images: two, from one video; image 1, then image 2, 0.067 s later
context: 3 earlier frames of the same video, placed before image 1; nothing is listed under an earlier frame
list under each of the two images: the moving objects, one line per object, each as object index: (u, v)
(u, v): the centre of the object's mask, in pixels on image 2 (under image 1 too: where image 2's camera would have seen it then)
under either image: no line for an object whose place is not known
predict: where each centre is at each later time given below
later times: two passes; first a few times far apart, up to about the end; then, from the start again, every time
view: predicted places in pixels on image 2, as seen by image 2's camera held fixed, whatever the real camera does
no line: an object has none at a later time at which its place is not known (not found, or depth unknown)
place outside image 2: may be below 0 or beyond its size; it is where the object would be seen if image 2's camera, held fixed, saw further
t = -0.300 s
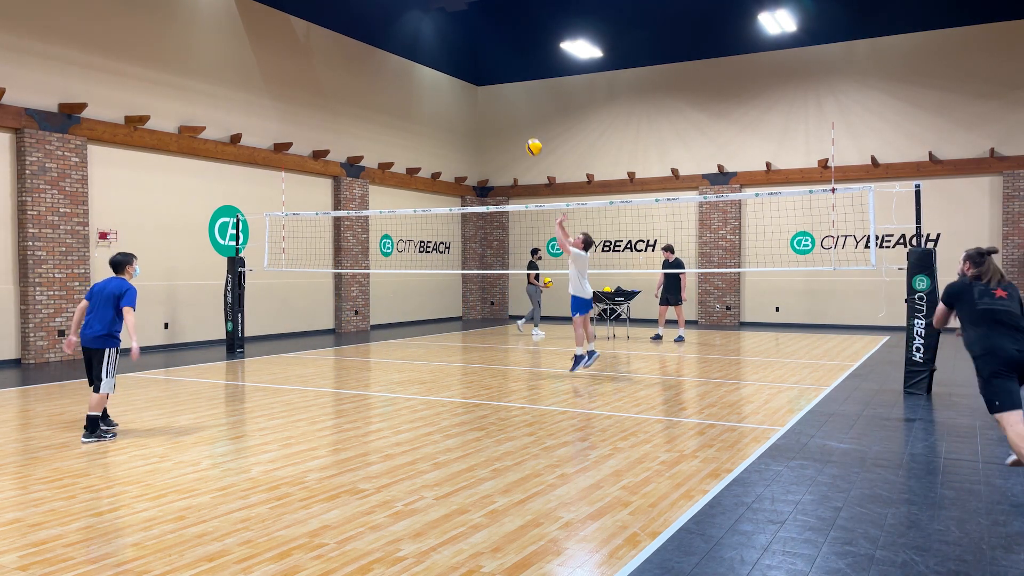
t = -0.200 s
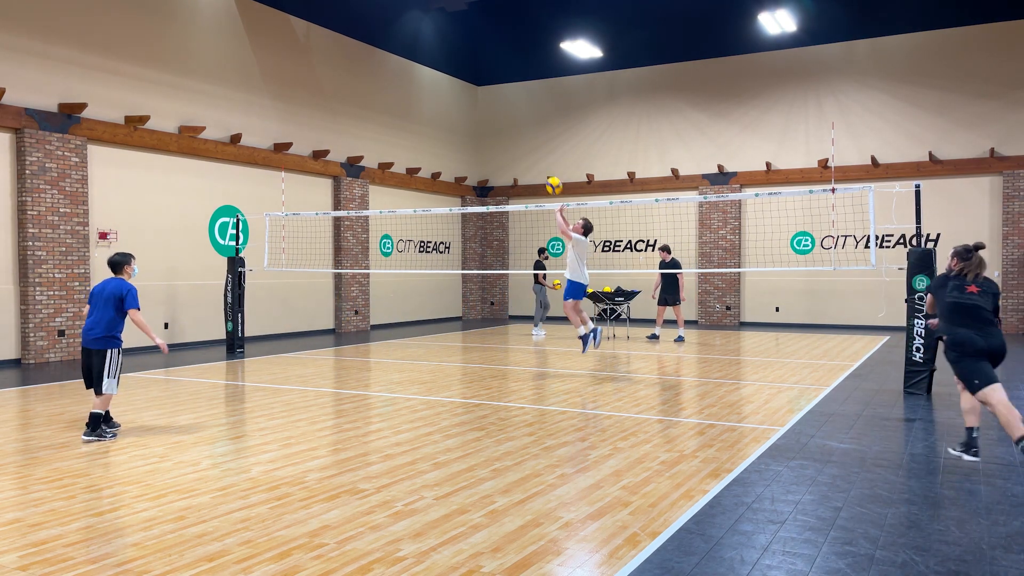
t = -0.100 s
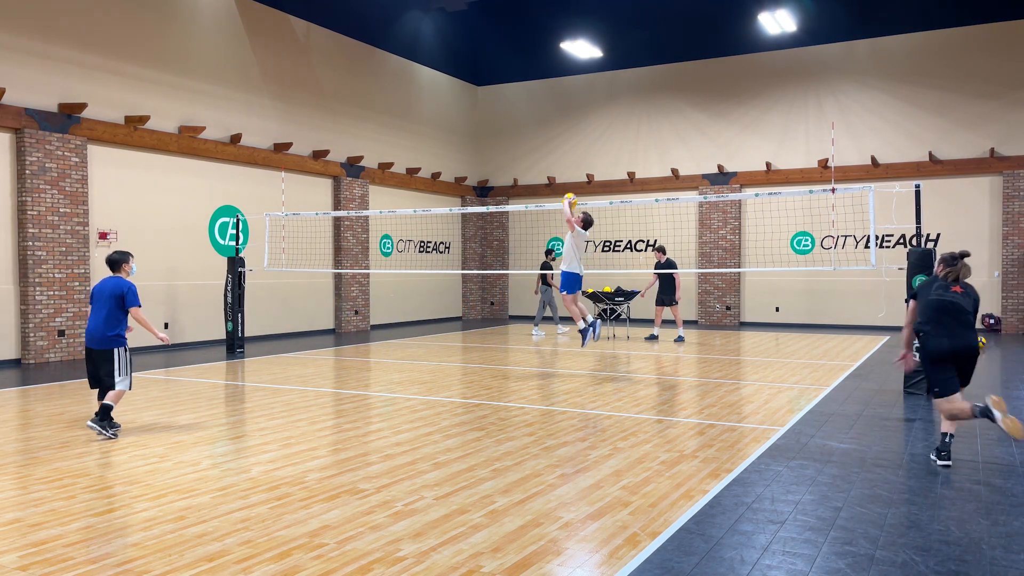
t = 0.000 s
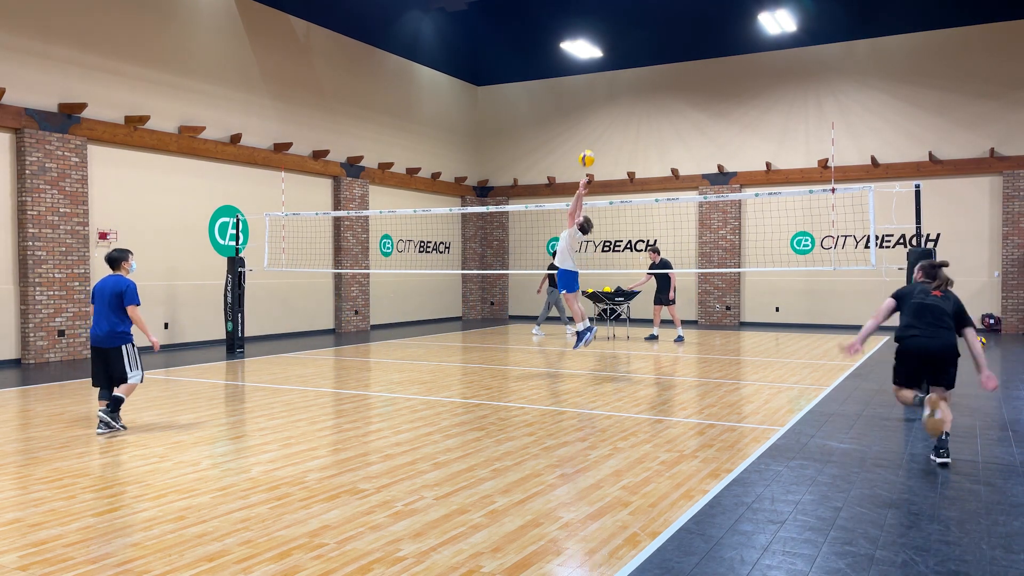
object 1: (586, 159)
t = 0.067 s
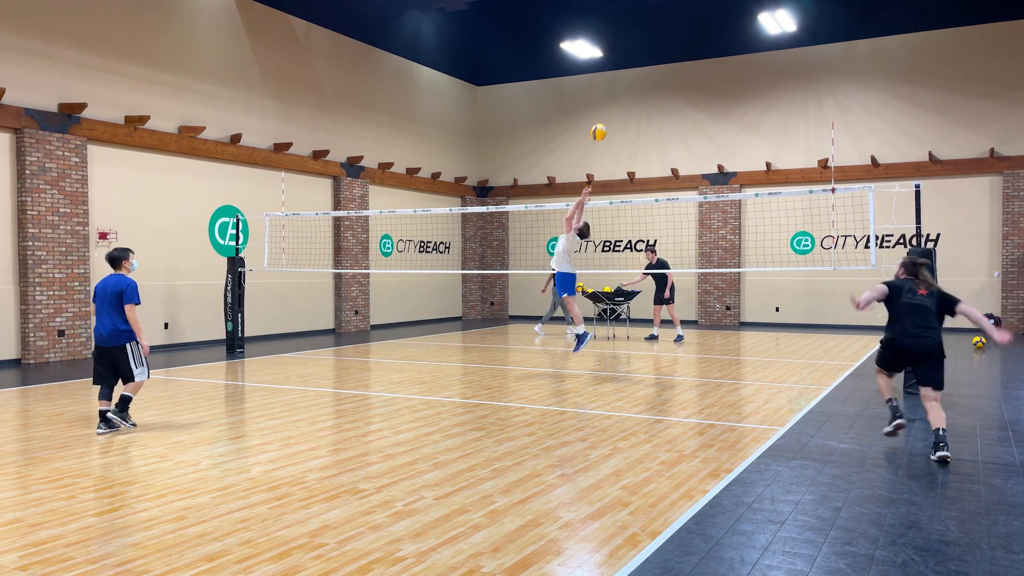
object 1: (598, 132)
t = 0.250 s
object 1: (631, 77)
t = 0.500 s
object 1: (675, 43)
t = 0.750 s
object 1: (720, 57)
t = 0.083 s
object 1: (601, 126)
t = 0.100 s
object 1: (604, 120)
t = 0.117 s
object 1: (607, 114)
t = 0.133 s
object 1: (610, 109)
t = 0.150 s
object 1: (613, 104)
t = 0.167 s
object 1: (616, 99)
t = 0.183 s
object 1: (619, 94)
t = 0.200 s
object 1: (622, 89)
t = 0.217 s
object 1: (625, 85)
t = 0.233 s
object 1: (628, 81)
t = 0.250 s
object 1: (631, 77)
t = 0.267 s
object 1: (634, 73)
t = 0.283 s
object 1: (637, 69)
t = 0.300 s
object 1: (640, 66)
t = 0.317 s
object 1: (643, 63)
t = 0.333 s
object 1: (646, 61)
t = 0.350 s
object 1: (649, 58)
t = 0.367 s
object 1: (652, 56)
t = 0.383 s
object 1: (654, 54)
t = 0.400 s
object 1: (658, 51)
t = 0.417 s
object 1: (660, 49)
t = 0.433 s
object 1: (663, 48)
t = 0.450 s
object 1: (666, 46)
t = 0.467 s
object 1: (669, 45)
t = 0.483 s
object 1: (672, 44)
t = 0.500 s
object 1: (675, 43)
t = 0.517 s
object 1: (678, 43)
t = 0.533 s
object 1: (681, 42)
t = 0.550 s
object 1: (684, 42)
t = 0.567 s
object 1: (687, 42)
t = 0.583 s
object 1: (690, 43)
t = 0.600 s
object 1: (693, 43)
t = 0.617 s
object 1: (696, 44)
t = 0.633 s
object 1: (699, 45)
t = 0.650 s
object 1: (702, 46)
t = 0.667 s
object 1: (705, 47)
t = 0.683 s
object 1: (708, 49)
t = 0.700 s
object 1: (711, 51)
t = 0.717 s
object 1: (714, 53)
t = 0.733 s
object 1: (717, 55)
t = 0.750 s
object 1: (720, 57)
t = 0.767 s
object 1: (723, 60)
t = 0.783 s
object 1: (726, 63)
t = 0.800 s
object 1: (729, 66)
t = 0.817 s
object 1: (731, 69)
